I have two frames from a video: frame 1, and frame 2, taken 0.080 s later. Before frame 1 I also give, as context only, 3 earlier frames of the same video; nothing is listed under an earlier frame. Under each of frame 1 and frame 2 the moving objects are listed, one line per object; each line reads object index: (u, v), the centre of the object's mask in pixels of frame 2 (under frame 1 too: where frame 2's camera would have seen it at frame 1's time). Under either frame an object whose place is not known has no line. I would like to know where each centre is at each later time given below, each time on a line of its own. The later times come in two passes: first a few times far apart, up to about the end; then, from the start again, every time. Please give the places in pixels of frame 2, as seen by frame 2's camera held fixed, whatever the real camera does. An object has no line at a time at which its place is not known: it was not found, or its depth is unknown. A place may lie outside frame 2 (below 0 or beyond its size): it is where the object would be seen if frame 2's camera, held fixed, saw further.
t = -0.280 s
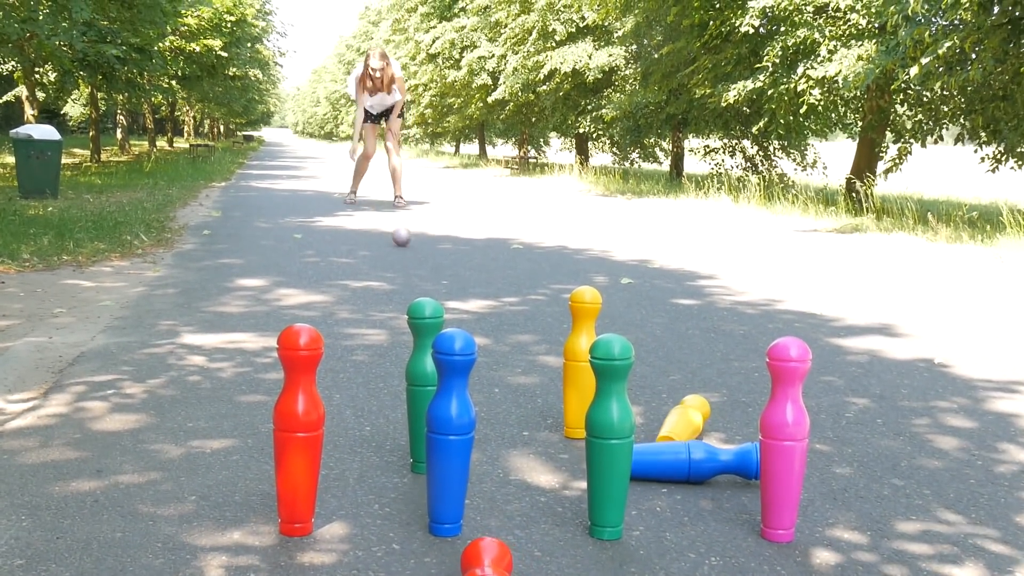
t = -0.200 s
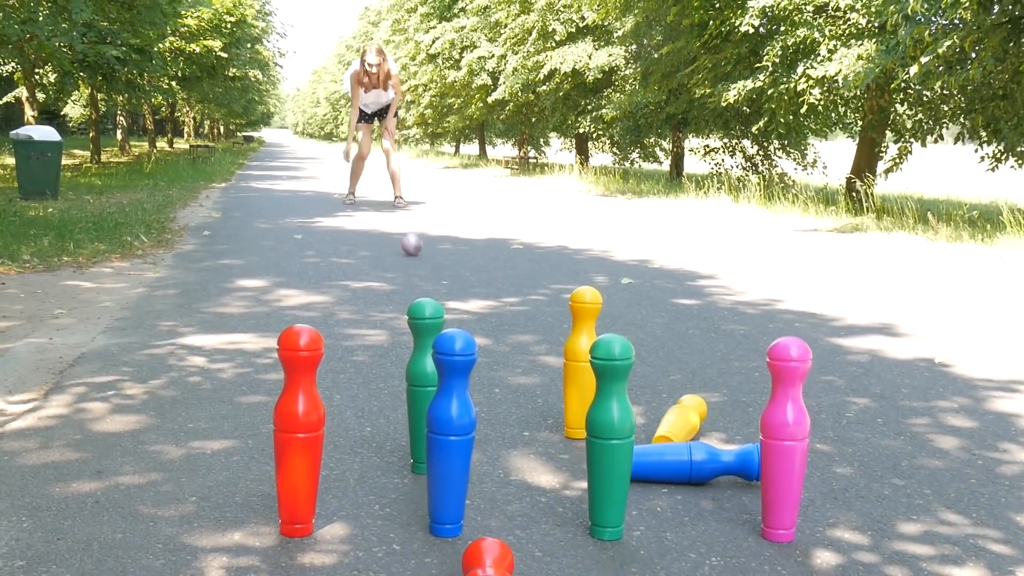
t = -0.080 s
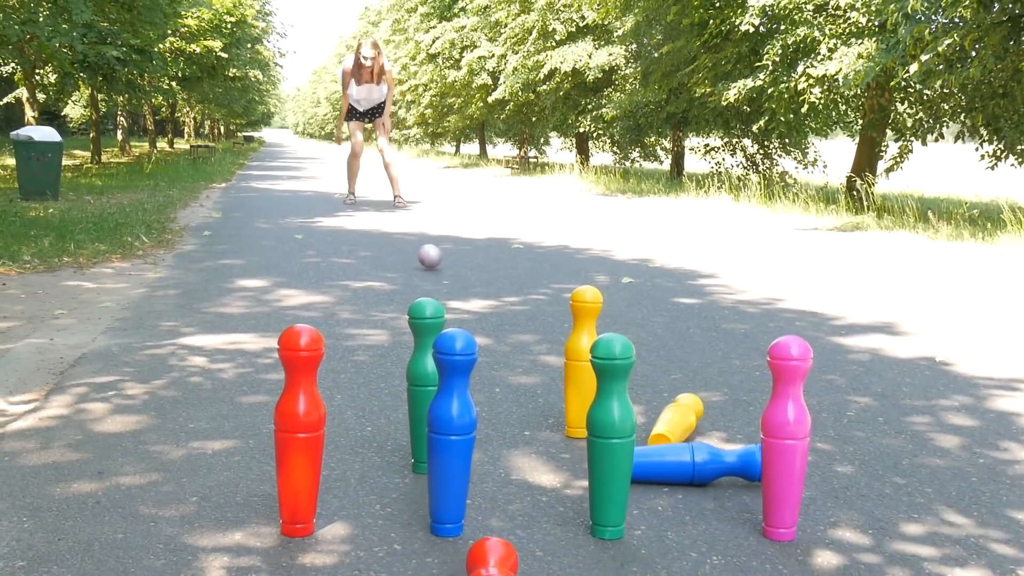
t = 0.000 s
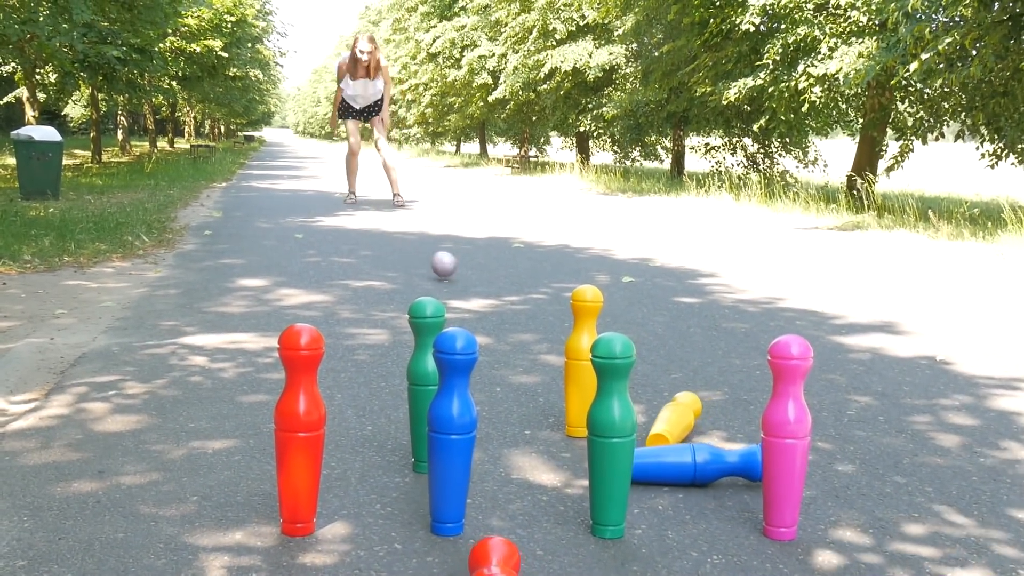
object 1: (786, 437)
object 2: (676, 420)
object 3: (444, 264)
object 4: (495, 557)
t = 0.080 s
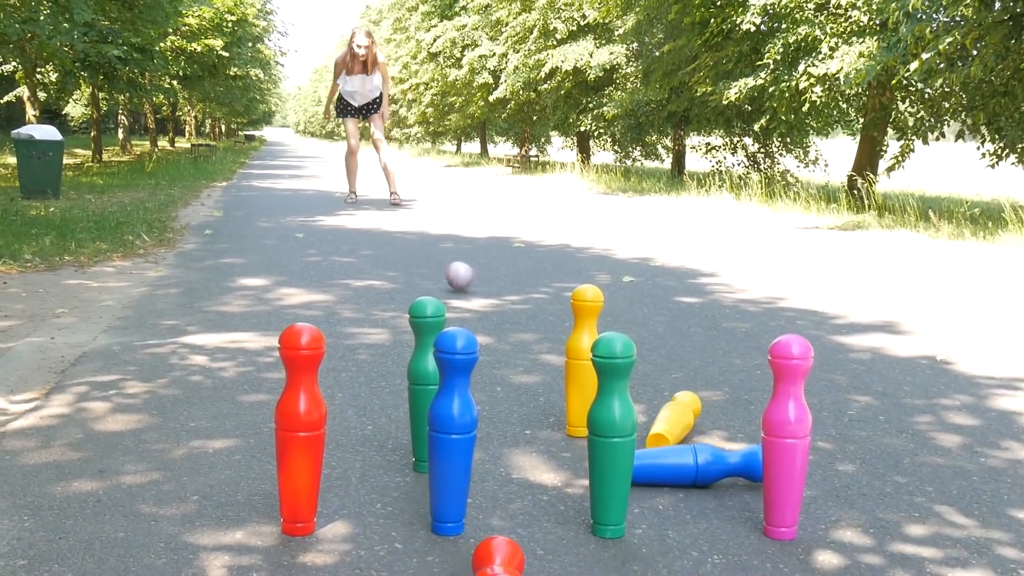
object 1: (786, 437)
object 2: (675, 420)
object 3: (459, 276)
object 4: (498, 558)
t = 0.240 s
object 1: (786, 436)
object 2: (676, 421)
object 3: (498, 304)
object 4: (500, 558)
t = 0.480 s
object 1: (786, 436)
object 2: (684, 423)
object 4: (496, 559)
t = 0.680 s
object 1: (786, 436)
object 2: (839, 433)
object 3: (657, 419)
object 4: (497, 559)
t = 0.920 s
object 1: (811, 441)
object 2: (970, 459)
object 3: (640, 457)
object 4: (481, 567)
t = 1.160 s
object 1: (757, 465)
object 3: (732, 551)
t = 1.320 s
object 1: (719, 445)
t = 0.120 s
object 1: (786, 437)
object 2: (675, 420)
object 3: (468, 284)
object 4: (499, 558)
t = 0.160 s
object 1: (786, 437)
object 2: (675, 421)
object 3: (476, 289)
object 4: (499, 558)
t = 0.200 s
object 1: (786, 437)
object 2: (675, 421)
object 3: (486, 297)
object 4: (500, 558)
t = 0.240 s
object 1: (786, 436)
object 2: (676, 421)
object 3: (498, 304)
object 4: (500, 558)
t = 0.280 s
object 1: (786, 437)
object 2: (677, 422)
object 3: (511, 313)
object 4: (500, 558)
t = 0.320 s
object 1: (786, 436)
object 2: (678, 422)
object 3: (524, 319)
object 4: (500, 559)
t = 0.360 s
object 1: (786, 437)
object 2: (680, 422)
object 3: (541, 334)
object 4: (500, 559)
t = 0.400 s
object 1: (786, 436)
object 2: (681, 423)
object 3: (553, 344)
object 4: (498, 559)
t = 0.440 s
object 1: (786, 436)
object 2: (683, 423)
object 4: (497, 559)
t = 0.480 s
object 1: (786, 436)
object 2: (684, 423)
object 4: (496, 559)
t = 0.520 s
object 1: (786, 436)
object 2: (686, 423)
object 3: (640, 389)
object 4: (496, 559)
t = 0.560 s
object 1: (786, 436)
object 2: (697, 423)
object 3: (652, 407)
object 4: (496, 559)
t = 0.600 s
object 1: (786, 436)
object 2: (732, 429)
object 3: (658, 424)
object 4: (496, 559)
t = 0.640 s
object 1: (786, 436)
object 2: (743, 438)
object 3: (660, 434)
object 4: (496, 559)
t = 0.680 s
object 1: (786, 436)
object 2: (839, 433)
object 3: (657, 419)
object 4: (497, 559)
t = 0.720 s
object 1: (790, 436)
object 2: (863, 440)
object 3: (653, 406)
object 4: (498, 559)
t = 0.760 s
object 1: (801, 437)
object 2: (891, 446)
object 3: (650, 403)
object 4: (499, 559)
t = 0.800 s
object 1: (809, 439)
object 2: (918, 450)
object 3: (643, 400)
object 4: (500, 559)
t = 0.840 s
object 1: (813, 442)
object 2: (940, 454)
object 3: (640, 407)
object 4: (500, 559)
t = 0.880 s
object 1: (813, 442)
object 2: (955, 456)
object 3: (640, 424)
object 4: (500, 559)
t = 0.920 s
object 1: (811, 441)
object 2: (970, 459)
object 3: (640, 457)
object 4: (481, 567)
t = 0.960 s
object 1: (808, 441)
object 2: (983, 460)
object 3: (644, 498)
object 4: (460, 565)
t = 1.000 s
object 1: (802, 442)
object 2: (995, 458)
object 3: (659, 518)
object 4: (434, 569)
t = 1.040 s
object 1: (795, 443)
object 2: (1007, 455)
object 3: (676, 527)
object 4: (398, 569)
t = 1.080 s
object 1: (784, 446)
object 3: (694, 538)
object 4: (381, 568)
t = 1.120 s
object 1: (771, 453)
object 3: (713, 545)
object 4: (362, 575)
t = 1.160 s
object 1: (757, 465)
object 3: (732, 551)
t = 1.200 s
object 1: (742, 485)
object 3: (751, 555)
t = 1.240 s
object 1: (735, 480)
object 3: (771, 561)
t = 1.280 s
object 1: (727, 457)
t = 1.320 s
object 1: (719, 445)
